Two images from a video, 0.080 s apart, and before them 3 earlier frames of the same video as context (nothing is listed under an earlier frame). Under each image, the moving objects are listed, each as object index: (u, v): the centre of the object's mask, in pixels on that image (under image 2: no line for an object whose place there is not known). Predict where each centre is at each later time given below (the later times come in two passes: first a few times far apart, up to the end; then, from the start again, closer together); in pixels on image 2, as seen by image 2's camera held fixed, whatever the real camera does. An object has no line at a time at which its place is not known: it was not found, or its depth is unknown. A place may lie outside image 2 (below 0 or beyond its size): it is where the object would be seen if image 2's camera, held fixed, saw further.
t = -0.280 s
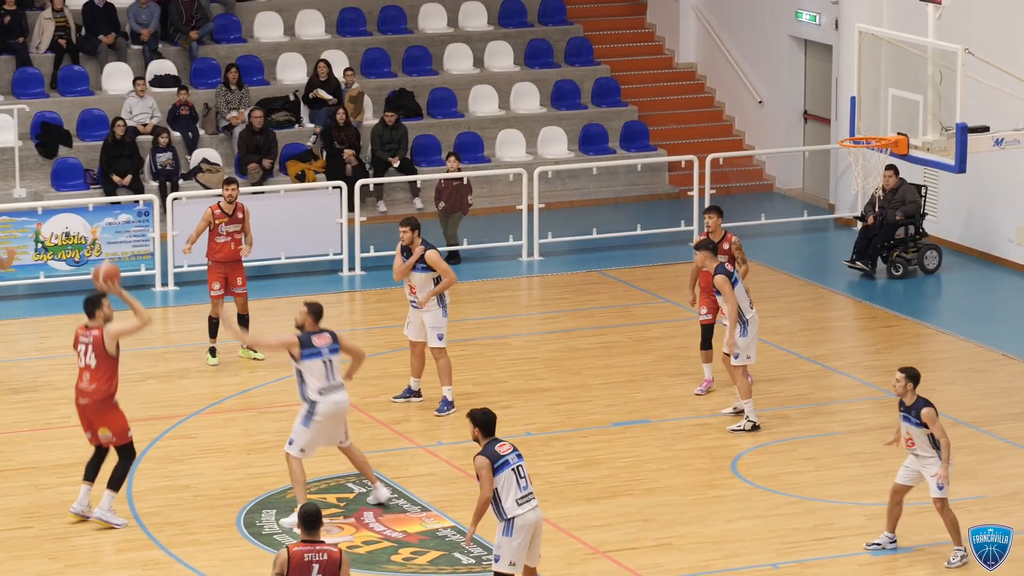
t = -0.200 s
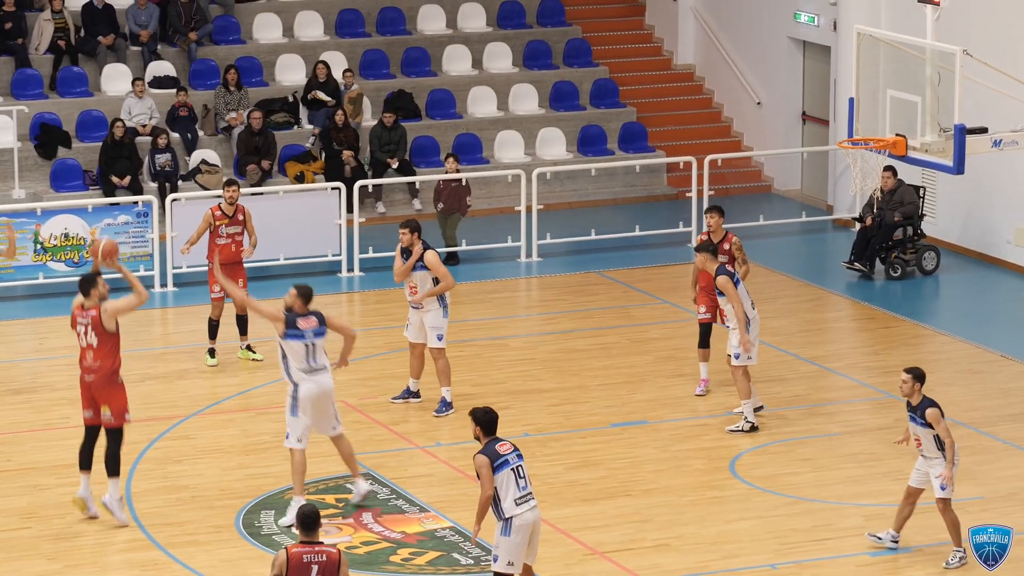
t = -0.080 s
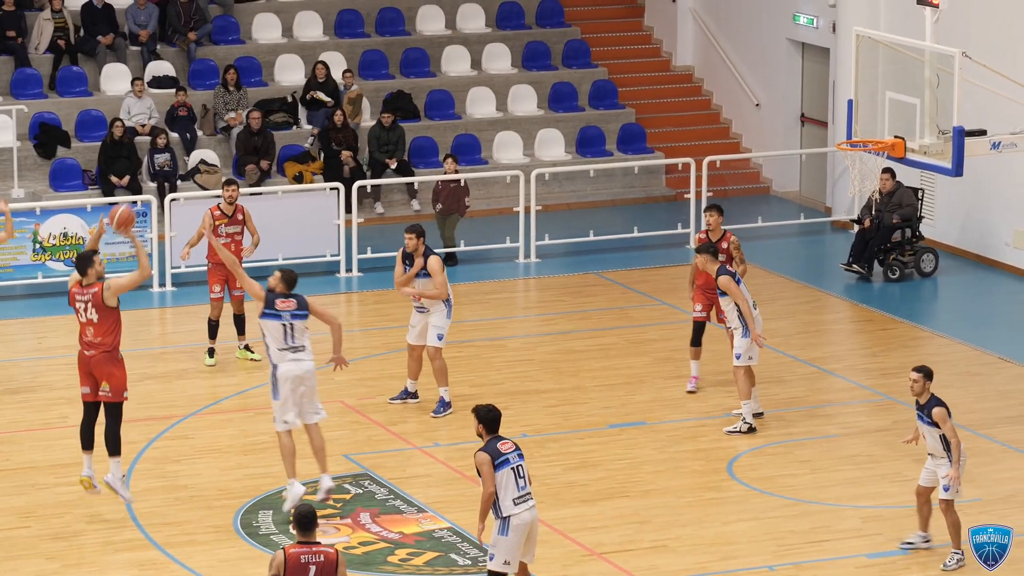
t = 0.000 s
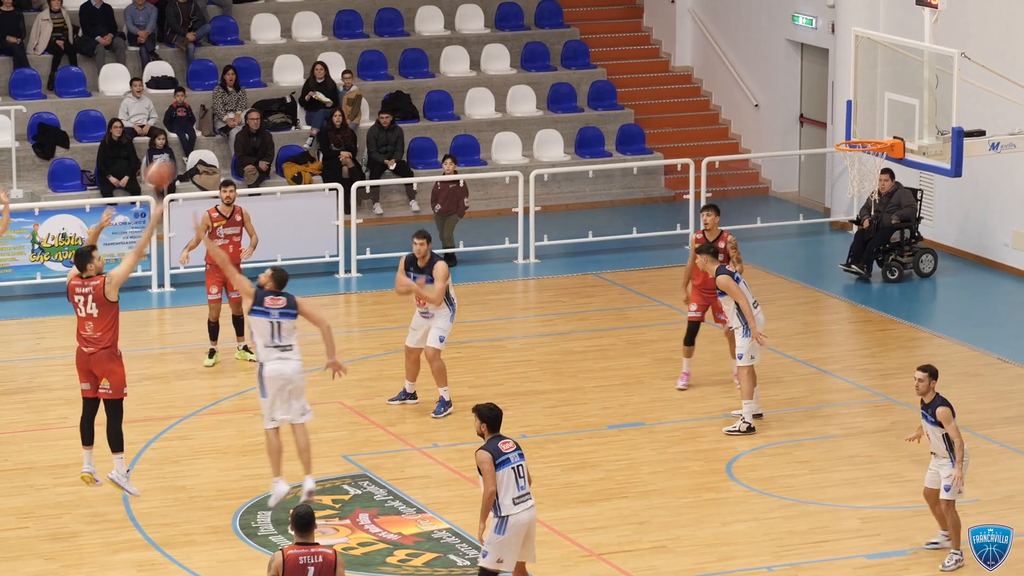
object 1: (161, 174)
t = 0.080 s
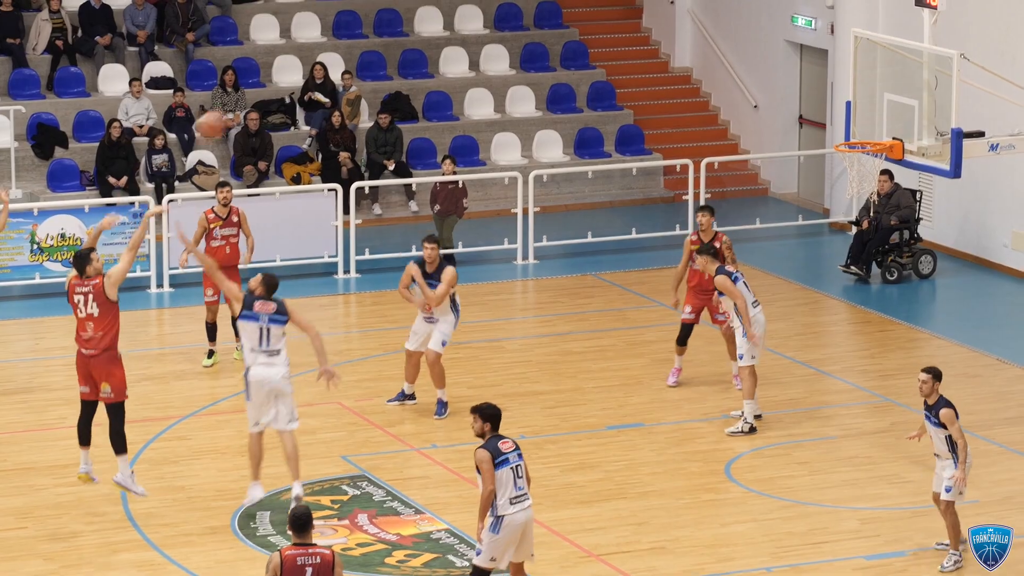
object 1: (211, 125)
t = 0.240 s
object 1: (319, 48)
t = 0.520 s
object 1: (499, -15)
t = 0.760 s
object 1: (647, 2)
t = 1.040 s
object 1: (813, 103)
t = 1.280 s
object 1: (910, 199)
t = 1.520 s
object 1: (964, 292)
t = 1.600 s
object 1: (983, 337)
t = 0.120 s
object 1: (239, 103)
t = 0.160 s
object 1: (264, 84)
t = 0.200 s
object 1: (294, 64)
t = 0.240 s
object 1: (319, 48)
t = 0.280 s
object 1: (344, 34)
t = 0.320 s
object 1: (370, 22)
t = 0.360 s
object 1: (396, 10)
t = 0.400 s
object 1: (422, 1)
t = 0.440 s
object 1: (449, -6)
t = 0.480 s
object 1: (475, -12)
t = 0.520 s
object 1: (499, -15)
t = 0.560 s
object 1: (524, -17)
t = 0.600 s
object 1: (550, -16)
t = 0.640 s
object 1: (574, -14)
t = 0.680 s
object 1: (599, -10)
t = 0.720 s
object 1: (623, -5)
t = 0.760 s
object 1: (647, 2)
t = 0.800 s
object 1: (672, 11)
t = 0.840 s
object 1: (696, 22)
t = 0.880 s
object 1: (719, 35)
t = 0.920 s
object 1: (743, 50)
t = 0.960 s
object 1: (766, 66)
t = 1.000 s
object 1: (789, 84)
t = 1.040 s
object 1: (813, 103)
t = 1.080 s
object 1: (834, 123)
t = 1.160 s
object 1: (880, 170)
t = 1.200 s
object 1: (890, 179)
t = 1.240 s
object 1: (901, 188)
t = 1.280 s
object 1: (910, 199)
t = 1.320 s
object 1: (918, 209)
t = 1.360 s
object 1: (928, 223)
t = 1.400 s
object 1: (936, 237)
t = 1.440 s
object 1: (946, 254)
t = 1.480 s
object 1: (955, 273)
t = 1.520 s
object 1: (964, 292)
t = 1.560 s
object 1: (973, 315)
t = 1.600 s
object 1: (983, 337)
